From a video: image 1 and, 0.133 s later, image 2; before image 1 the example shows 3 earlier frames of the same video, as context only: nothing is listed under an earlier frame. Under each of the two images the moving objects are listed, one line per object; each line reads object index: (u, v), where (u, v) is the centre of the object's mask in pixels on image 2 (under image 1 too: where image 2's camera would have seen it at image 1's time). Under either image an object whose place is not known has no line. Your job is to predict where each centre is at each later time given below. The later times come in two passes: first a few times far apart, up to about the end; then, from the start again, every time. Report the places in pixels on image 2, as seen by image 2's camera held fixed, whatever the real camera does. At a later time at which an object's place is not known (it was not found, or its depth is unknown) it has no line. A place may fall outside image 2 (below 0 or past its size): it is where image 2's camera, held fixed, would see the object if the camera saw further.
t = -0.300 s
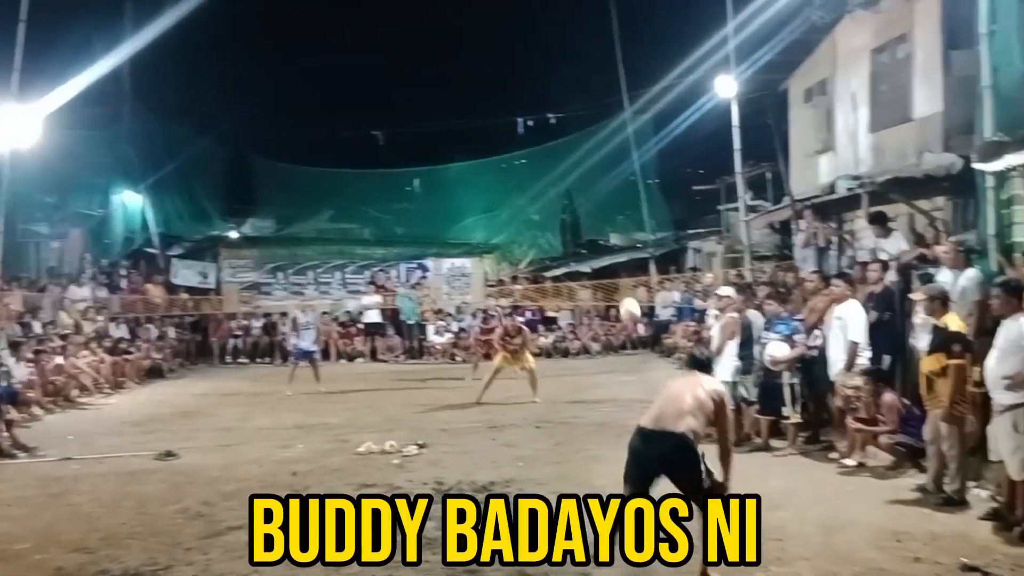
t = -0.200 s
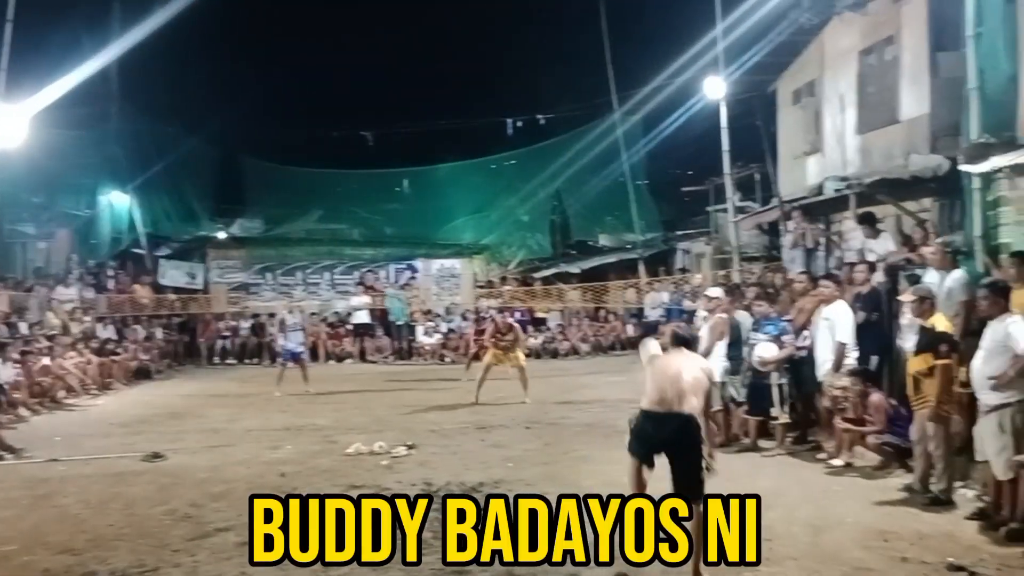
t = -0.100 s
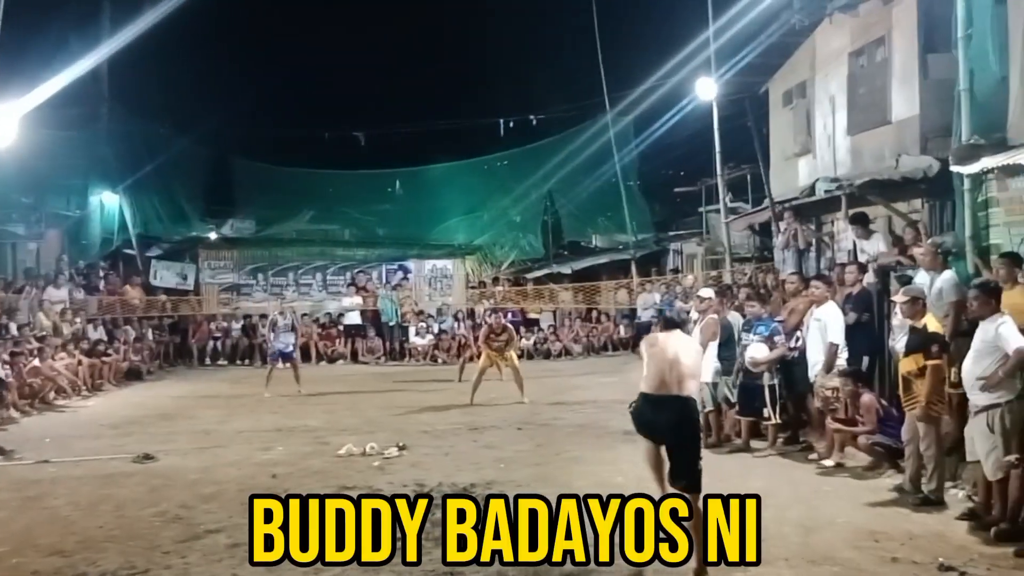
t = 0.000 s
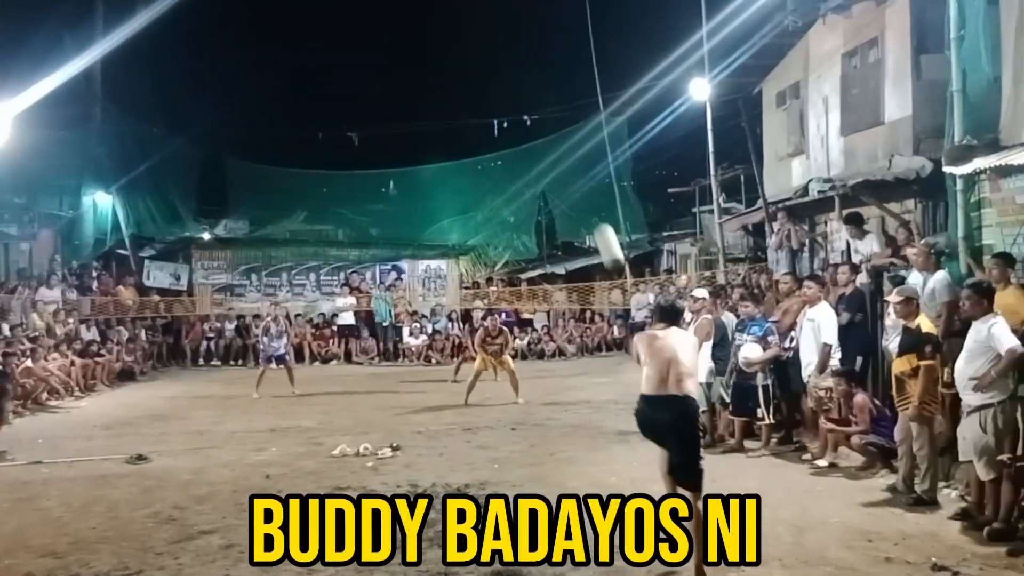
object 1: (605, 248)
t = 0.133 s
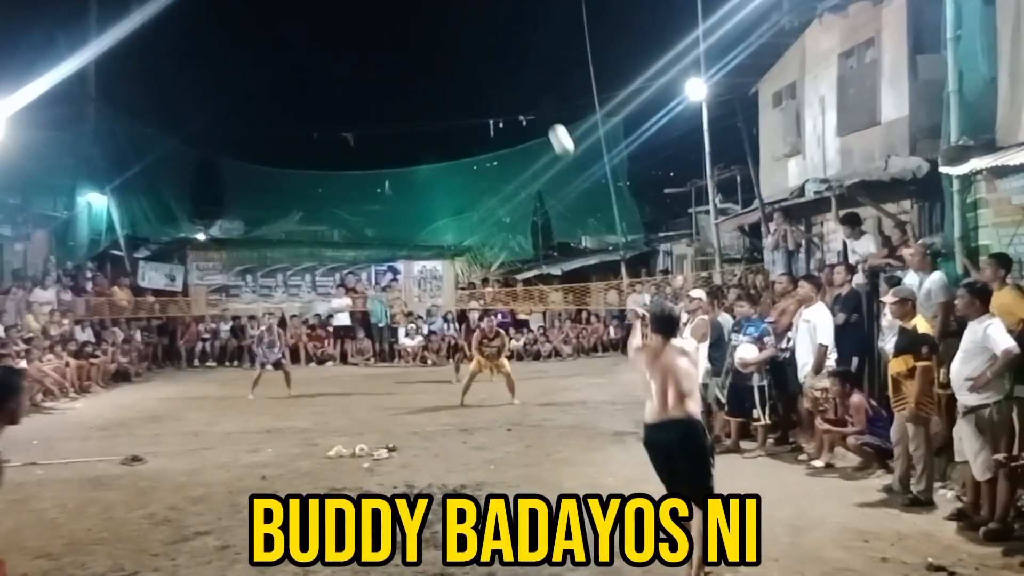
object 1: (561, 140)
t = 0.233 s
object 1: (535, 89)
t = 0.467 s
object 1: (488, 33)
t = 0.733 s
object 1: (450, 40)
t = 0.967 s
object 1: (426, 87)
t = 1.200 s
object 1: (408, 157)
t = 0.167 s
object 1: (552, 121)
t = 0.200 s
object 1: (543, 103)
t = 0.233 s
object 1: (535, 89)
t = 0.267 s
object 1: (527, 76)
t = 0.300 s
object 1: (519, 65)
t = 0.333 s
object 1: (513, 55)
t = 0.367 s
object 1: (506, 47)
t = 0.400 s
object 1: (499, 41)
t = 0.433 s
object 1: (493, 36)
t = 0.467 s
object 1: (488, 33)
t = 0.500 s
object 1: (482, 30)
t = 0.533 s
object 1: (477, 29)
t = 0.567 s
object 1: (472, 29)
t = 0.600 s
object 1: (467, 29)
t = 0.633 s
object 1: (462, 31)
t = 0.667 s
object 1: (458, 33)
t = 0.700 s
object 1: (454, 36)
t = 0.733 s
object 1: (450, 40)
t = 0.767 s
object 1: (446, 45)
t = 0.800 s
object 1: (442, 51)
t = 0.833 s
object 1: (439, 57)
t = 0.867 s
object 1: (435, 64)
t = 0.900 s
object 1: (432, 71)
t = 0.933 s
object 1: (429, 79)
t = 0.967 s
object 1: (426, 87)
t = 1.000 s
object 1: (423, 96)
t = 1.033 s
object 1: (421, 105)
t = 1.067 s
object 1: (418, 115)
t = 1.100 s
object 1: (415, 125)
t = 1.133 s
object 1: (413, 135)
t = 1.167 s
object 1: (410, 146)
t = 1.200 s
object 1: (408, 157)
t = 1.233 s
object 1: (406, 168)
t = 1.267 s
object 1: (403, 180)
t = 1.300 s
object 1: (401, 192)
